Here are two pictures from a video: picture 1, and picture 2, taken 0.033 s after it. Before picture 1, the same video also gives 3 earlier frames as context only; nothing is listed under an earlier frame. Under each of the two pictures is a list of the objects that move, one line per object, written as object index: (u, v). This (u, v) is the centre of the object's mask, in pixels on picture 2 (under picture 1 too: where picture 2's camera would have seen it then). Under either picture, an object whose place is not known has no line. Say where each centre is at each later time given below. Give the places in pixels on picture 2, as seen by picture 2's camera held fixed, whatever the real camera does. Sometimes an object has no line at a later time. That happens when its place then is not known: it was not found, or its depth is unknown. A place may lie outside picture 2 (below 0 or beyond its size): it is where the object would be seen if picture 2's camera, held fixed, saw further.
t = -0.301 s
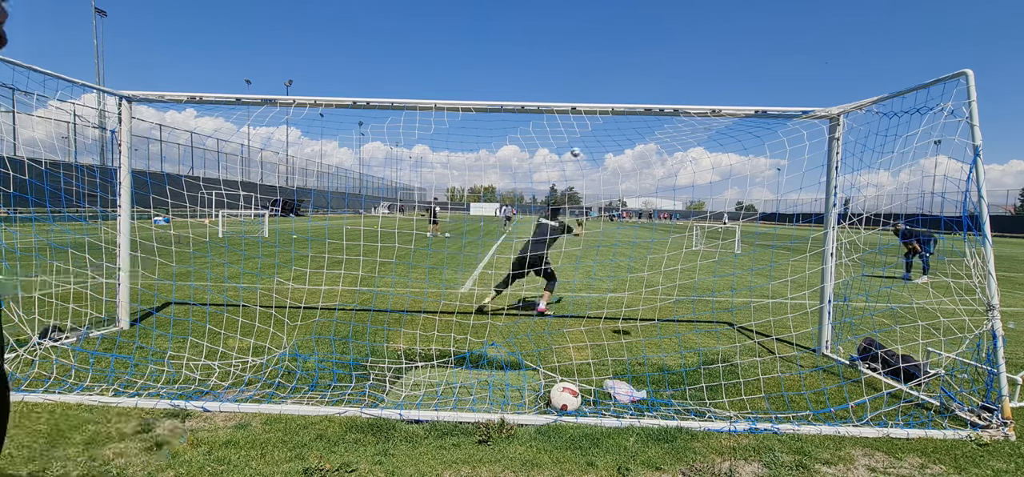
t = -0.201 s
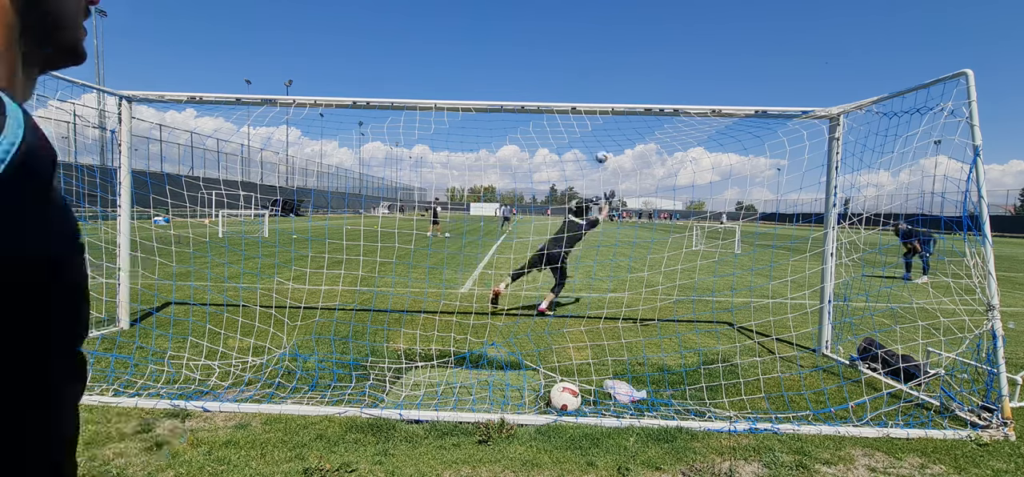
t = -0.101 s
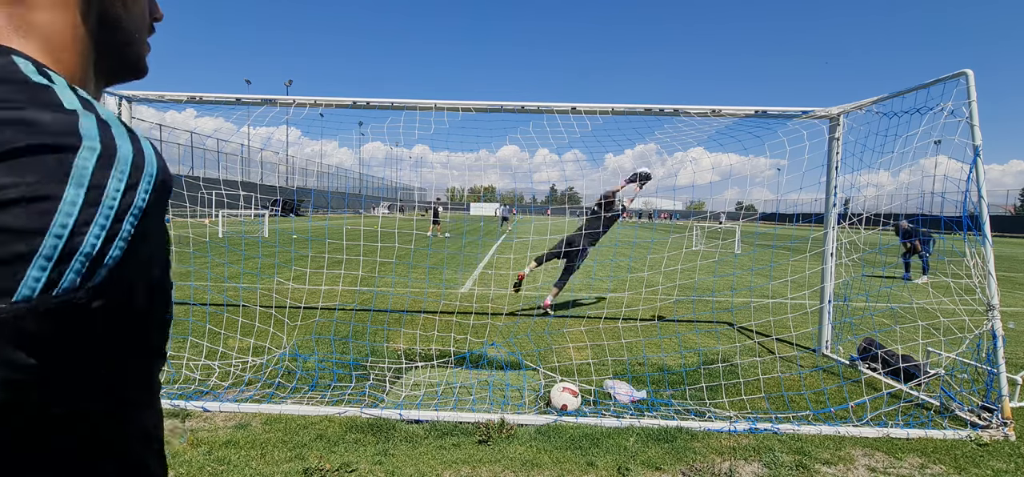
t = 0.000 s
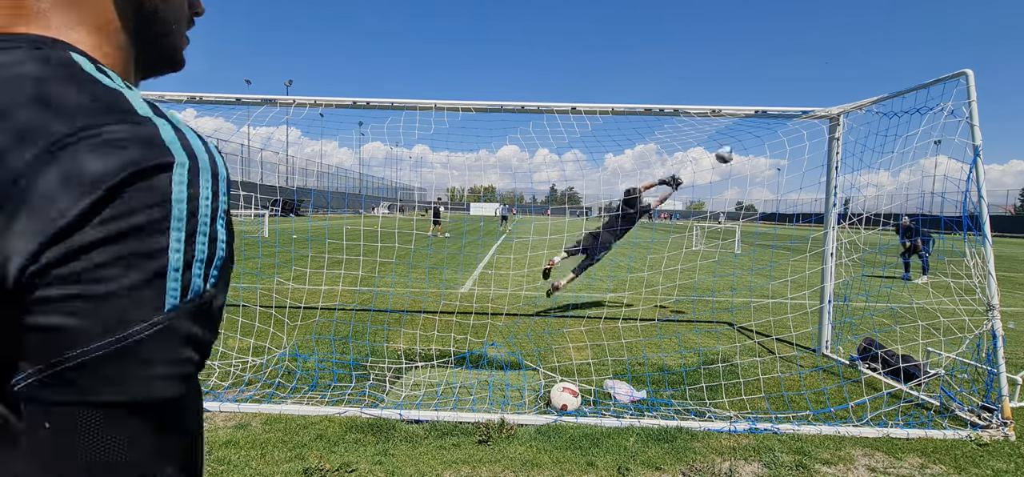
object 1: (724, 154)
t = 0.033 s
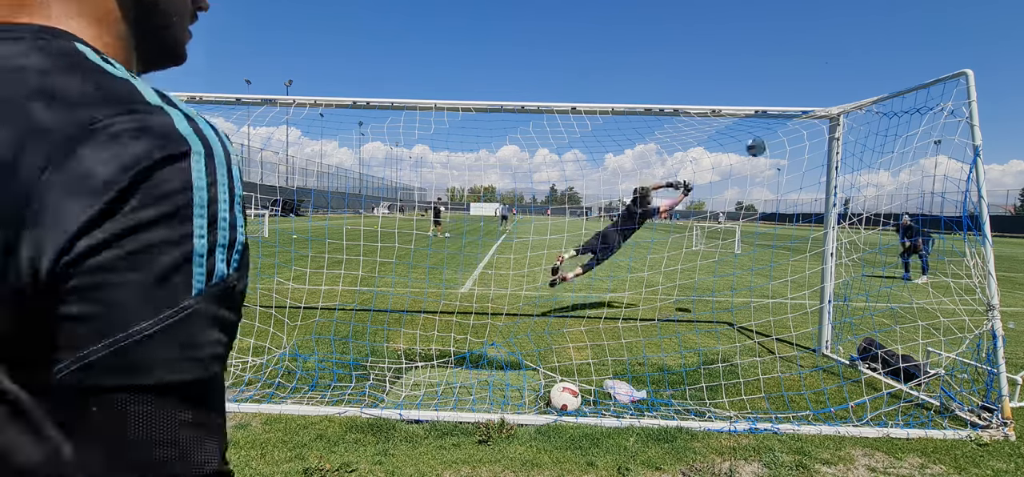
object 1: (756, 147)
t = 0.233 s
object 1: (994, 116)
